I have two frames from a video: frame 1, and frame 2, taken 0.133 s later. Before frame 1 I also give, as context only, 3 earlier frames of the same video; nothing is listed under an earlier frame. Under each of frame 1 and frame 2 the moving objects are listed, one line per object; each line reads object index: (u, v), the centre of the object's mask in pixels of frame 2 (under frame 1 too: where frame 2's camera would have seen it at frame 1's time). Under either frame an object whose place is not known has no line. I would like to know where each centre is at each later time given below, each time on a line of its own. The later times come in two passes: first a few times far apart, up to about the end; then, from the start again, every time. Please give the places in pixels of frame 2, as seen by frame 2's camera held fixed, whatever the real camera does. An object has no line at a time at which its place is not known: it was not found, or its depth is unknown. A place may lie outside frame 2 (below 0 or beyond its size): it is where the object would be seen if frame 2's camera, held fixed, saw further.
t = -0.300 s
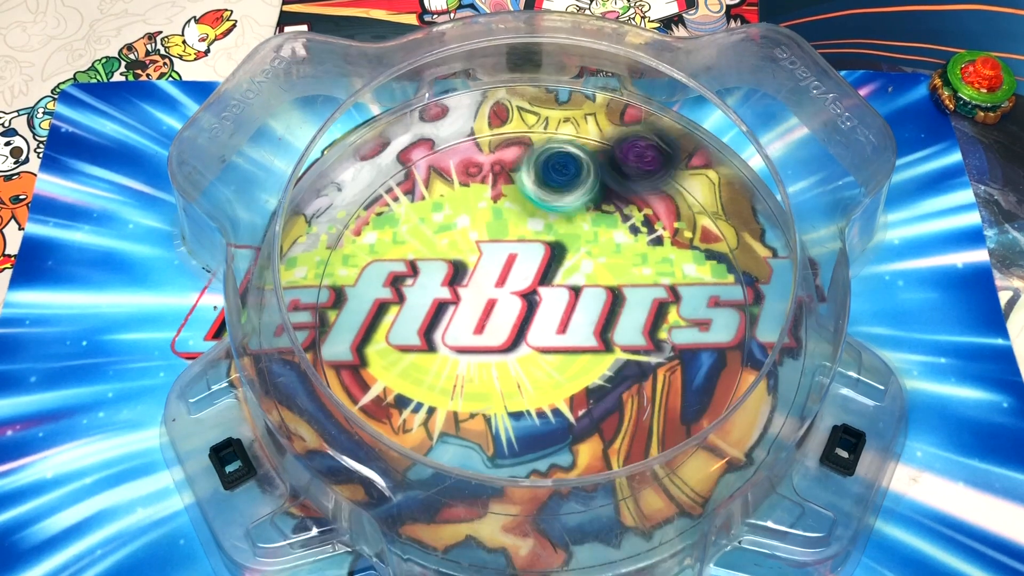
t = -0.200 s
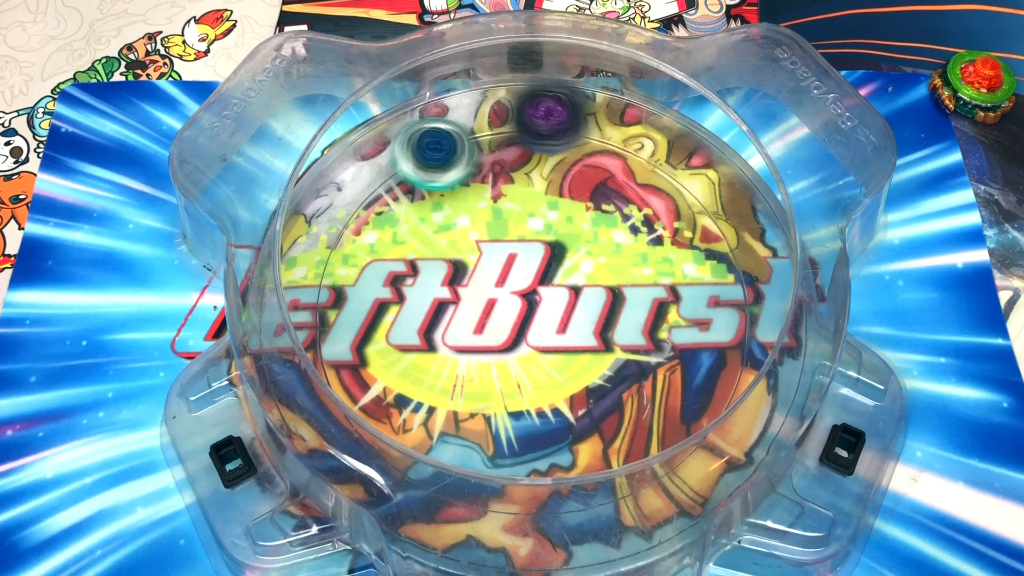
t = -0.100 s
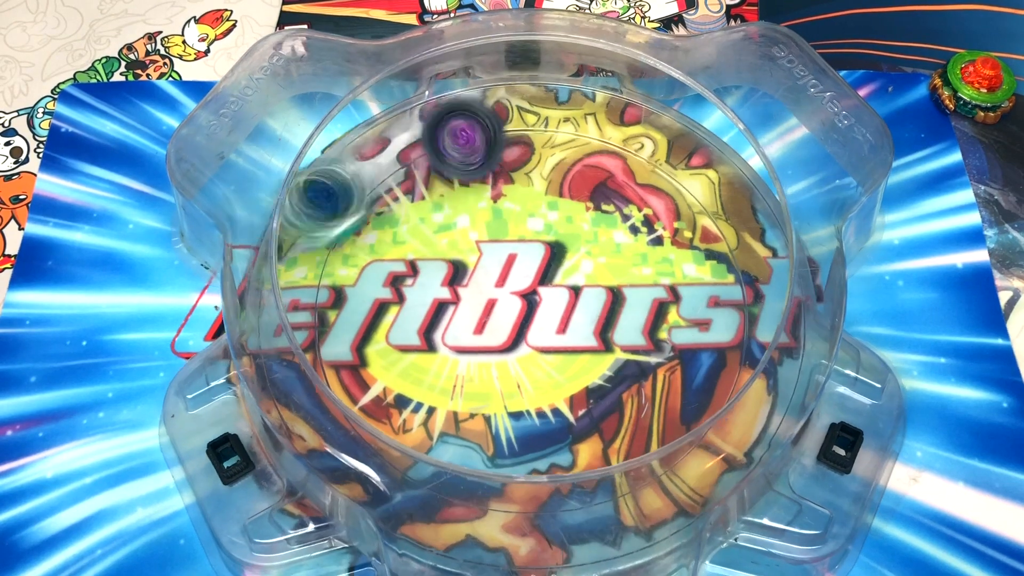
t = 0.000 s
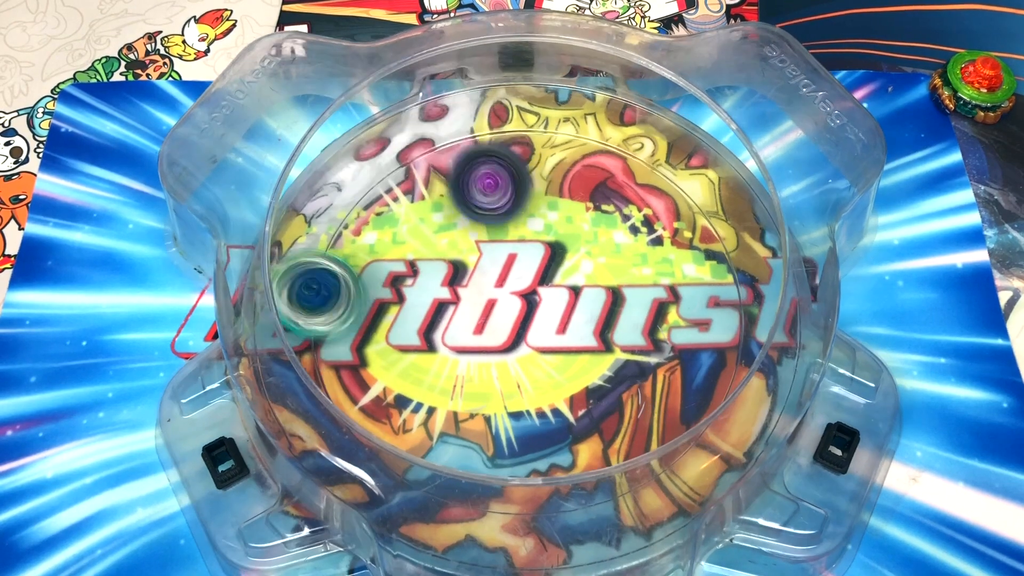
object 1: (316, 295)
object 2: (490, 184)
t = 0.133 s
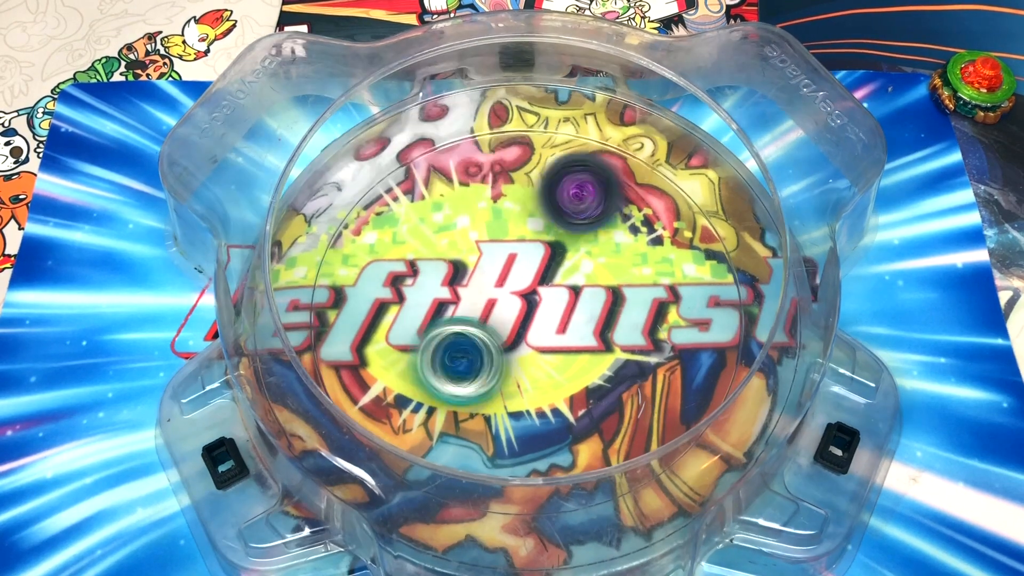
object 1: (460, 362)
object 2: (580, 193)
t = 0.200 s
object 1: (523, 360)
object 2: (626, 175)
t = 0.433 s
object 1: (680, 249)
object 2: (625, 179)
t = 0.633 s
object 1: (685, 196)
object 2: (593, 172)
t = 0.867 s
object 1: (621, 212)
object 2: (586, 341)
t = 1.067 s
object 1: (580, 270)
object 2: (730, 320)
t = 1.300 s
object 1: (570, 383)
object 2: (547, 252)
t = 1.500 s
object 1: (601, 405)
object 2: (459, 415)
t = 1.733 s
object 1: (573, 338)
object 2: (647, 440)
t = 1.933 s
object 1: (491, 268)
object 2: (603, 315)
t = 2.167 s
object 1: (348, 221)
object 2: (497, 407)
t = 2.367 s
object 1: (372, 273)
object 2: (616, 407)
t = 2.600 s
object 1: (446, 293)
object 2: (530, 262)
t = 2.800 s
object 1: (489, 269)
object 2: (552, 208)
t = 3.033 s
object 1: (591, 260)
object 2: (513, 178)
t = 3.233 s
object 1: (639, 241)
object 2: (562, 274)
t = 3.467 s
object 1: (642, 262)
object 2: (624, 347)
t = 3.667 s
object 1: (613, 268)
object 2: (607, 406)
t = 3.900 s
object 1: (551, 323)
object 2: (587, 447)
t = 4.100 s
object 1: (485, 305)
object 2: (544, 441)
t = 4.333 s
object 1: (429, 265)
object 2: (525, 418)
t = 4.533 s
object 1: (420, 250)
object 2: (462, 325)
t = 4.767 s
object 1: (456, 219)
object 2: (448, 321)
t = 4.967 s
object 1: (507, 224)
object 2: (500, 299)
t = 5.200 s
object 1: (574, 219)
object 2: (550, 293)
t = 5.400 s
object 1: (610, 245)
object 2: (548, 302)
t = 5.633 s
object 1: (621, 298)
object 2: (517, 315)
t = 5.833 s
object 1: (584, 341)
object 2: (486, 340)
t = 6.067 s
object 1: (568, 354)
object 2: (430, 323)
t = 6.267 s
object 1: (541, 336)
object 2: (426, 291)
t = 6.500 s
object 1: (550, 295)
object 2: (412, 219)
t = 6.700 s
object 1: (553, 251)
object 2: (462, 185)
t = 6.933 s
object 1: (587, 261)
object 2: (512, 161)
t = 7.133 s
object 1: (597, 287)
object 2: (549, 194)
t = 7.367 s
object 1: (566, 326)
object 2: (556, 253)
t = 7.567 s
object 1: (513, 352)
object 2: (513, 279)
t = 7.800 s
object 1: (467, 340)
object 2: (499, 257)
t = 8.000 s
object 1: (474, 311)
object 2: (515, 261)
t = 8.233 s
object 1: (477, 296)
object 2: (641, 321)
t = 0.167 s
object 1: (491, 364)
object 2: (605, 185)
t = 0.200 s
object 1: (523, 360)
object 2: (626, 175)
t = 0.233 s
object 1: (553, 353)
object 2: (647, 159)
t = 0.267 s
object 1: (582, 340)
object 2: (645, 158)
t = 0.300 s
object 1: (608, 325)
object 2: (634, 166)
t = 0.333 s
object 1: (632, 309)
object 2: (625, 171)
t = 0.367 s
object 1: (652, 288)
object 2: (622, 174)
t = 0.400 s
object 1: (667, 266)
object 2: (623, 179)
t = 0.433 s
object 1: (680, 249)
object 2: (625, 179)
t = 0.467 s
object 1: (693, 241)
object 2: (627, 169)
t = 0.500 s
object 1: (700, 232)
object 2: (629, 158)
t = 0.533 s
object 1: (703, 222)
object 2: (626, 151)
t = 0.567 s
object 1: (702, 211)
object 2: (617, 151)
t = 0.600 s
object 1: (695, 203)
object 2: (605, 159)
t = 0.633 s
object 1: (685, 196)
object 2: (593, 172)
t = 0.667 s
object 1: (675, 190)
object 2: (581, 189)
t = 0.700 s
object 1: (670, 188)
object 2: (567, 210)
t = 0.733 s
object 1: (663, 188)
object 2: (555, 235)
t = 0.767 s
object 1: (654, 191)
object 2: (550, 263)
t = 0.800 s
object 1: (643, 196)
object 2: (554, 291)
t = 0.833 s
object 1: (633, 203)
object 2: (567, 318)
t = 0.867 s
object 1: (621, 212)
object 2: (586, 341)
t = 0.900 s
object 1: (612, 222)
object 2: (612, 356)
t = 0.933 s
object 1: (602, 232)
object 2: (640, 366)
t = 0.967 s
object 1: (594, 241)
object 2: (672, 367)
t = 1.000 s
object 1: (588, 250)
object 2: (699, 358)
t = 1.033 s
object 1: (583, 260)
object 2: (721, 341)
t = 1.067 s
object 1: (580, 270)
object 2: (730, 320)
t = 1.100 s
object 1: (576, 285)
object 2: (719, 291)
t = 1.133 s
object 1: (571, 304)
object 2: (706, 266)
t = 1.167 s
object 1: (567, 320)
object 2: (682, 249)
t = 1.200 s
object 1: (565, 337)
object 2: (652, 238)
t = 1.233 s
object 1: (565, 354)
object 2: (617, 236)
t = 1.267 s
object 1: (567, 368)
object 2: (581, 241)
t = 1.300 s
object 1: (570, 383)
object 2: (547, 252)
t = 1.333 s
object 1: (576, 395)
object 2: (519, 270)
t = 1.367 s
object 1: (584, 405)
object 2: (490, 296)
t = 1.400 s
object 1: (592, 409)
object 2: (470, 325)
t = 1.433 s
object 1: (597, 410)
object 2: (458, 356)
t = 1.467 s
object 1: (601, 408)
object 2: (455, 387)
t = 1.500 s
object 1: (601, 405)
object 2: (459, 415)
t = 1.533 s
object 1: (601, 402)
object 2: (473, 438)
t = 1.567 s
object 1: (600, 396)
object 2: (499, 454)
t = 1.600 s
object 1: (596, 391)
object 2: (527, 482)
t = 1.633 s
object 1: (592, 385)
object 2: (563, 470)
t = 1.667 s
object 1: (586, 378)
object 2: (598, 455)
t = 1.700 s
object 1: (581, 361)
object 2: (628, 452)
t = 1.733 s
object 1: (573, 338)
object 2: (647, 440)
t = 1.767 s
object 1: (565, 320)
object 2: (658, 413)
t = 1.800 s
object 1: (553, 304)
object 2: (671, 394)
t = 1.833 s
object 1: (541, 291)
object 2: (669, 371)
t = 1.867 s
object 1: (527, 281)
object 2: (653, 347)
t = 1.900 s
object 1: (510, 273)
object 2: (634, 330)
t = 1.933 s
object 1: (491, 268)
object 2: (603, 315)
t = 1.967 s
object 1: (471, 263)
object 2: (576, 307)
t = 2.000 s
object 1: (453, 261)
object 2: (541, 303)
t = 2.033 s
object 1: (434, 257)
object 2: (511, 309)
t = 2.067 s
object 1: (403, 241)
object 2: (499, 333)
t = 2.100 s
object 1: (378, 228)
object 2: (491, 361)
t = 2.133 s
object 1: (361, 222)
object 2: (490, 386)
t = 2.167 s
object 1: (348, 221)
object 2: (497, 407)
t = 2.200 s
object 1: (342, 224)
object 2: (512, 426)
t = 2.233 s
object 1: (344, 235)
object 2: (534, 438)
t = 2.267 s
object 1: (348, 244)
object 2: (559, 441)
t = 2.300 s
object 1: (354, 254)
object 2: (585, 437)
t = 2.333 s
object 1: (362, 265)
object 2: (604, 425)
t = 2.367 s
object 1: (372, 273)
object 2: (616, 407)
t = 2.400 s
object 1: (383, 280)
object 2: (623, 381)
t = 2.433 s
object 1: (395, 286)
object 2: (621, 356)
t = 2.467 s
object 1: (409, 292)
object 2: (608, 332)
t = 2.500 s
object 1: (421, 295)
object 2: (589, 309)
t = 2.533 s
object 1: (435, 296)
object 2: (566, 291)
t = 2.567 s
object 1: (448, 296)
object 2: (540, 276)
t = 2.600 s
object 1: (446, 293)
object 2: (530, 262)
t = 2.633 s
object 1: (439, 288)
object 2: (537, 251)
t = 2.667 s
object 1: (439, 283)
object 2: (543, 250)
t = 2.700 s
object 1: (443, 280)
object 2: (548, 239)
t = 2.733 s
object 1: (456, 275)
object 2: (552, 232)
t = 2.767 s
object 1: (472, 273)
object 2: (554, 220)
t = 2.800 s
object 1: (489, 269)
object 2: (552, 208)
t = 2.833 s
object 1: (503, 267)
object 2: (550, 194)
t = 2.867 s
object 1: (514, 269)
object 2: (549, 180)
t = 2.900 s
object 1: (527, 269)
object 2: (544, 169)
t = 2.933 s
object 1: (545, 267)
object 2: (536, 163)
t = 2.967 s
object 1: (560, 265)
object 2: (528, 163)
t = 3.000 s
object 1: (576, 263)
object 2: (520, 168)
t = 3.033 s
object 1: (591, 260)
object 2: (513, 178)
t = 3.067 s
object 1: (606, 256)
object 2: (510, 194)
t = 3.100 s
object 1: (619, 253)
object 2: (513, 212)
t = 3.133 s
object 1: (628, 249)
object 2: (520, 230)
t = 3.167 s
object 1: (635, 244)
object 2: (530, 248)
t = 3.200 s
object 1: (637, 242)
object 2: (546, 262)
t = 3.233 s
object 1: (639, 241)
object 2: (562, 274)
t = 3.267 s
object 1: (647, 239)
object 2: (566, 289)
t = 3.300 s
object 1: (655, 241)
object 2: (571, 306)
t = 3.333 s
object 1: (657, 244)
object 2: (579, 319)
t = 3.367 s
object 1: (656, 247)
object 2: (588, 332)
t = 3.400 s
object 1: (653, 251)
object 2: (600, 341)
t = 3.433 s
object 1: (649, 256)
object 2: (613, 346)
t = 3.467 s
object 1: (642, 262)
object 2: (624, 347)
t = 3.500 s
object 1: (636, 267)
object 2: (633, 344)
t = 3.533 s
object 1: (633, 262)
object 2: (631, 355)
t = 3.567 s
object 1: (630, 257)
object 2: (627, 371)
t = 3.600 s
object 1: (626, 257)
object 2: (618, 382)
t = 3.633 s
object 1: (621, 261)
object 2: (611, 393)
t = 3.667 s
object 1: (613, 268)
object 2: (607, 406)
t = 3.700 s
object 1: (606, 276)
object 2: (604, 420)
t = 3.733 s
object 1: (598, 284)
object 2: (599, 433)
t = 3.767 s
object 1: (589, 292)
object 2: (594, 442)
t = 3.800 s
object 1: (580, 300)
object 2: (592, 446)
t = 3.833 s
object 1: (571, 308)
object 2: (590, 449)
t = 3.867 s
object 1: (562, 316)
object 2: (589, 449)
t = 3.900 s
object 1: (551, 323)
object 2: (587, 447)
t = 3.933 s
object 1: (541, 330)
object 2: (584, 443)
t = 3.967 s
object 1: (532, 337)
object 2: (578, 436)
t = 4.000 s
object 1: (523, 343)
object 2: (568, 423)
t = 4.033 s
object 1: (512, 338)
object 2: (553, 422)
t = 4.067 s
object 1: (498, 320)
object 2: (549, 433)
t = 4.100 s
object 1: (485, 305)
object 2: (544, 441)
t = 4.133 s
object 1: (474, 293)
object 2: (541, 446)
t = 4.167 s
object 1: (464, 285)
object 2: (538, 447)
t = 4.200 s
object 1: (455, 278)
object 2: (538, 446)
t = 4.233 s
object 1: (448, 274)
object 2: (536, 443)
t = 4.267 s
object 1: (441, 270)
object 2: (533, 439)
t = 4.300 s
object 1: (435, 267)
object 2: (529, 428)
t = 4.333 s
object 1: (429, 265)
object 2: (525, 418)
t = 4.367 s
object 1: (425, 262)
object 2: (518, 402)
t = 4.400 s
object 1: (422, 259)
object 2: (509, 386)
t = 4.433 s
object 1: (419, 257)
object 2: (499, 371)
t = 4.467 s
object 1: (418, 255)
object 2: (487, 354)
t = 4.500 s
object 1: (418, 252)
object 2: (474, 339)
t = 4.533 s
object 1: (420, 250)
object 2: (462, 325)
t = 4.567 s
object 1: (421, 242)
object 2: (452, 319)
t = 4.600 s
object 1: (424, 233)
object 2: (446, 319)
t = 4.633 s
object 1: (429, 226)
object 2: (445, 318)
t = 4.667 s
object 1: (435, 223)
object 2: (443, 319)
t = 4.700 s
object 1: (442, 220)
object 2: (443, 319)
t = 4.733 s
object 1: (449, 219)
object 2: (445, 320)
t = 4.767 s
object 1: (456, 219)
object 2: (448, 321)
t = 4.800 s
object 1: (463, 219)
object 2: (453, 321)
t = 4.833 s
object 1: (470, 221)
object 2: (462, 319)
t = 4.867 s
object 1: (479, 223)
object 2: (472, 316)
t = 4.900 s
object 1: (488, 225)
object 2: (482, 310)
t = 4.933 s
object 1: (497, 226)
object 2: (492, 302)
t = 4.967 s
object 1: (507, 224)
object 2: (500, 299)
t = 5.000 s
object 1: (520, 214)
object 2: (506, 303)
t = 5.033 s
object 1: (532, 209)
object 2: (514, 304)
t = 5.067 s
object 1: (543, 208)
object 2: (525, 305)
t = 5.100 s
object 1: (552, 209)
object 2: (534, 304)
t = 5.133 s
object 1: (561, 211)
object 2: (539, 300)
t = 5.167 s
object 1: (568, 215)
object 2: (546, 297)
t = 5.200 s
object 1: (574, 219)
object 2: (550, 293)
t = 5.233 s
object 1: (580, 222)
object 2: (554, 288)
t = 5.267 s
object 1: (588, 223)
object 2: (553, 291)
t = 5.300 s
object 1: (595, 227)
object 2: (551, 293)
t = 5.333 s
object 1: (602, 232)
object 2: (551, 296)
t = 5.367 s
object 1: (607, 238)
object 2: (550, 299)
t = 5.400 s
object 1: (610, 245)
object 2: (548, 302)
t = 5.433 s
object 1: (613, 252)
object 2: (548, 303)
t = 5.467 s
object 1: (614, 259)
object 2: (547, 305)
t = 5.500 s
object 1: (615, 267)
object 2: (546, 306)
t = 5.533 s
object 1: (614, 274)
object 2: (543, 307)
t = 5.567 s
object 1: (616, 282)
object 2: (536, 309)
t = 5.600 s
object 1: (621, 288)
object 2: (528, 312)
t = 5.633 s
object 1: (621, 298)
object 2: (517, 315)
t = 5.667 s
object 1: (619, 308)
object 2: (506, 320)
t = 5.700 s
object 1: (614, 317)
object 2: (499, 325)
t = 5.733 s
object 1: (608, 324)
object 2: (492, 329)
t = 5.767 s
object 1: (602, 330)
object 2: (488, 334)
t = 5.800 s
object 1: (593, 336)
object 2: (487, 337)
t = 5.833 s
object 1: (584, 341)
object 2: (486, 340)
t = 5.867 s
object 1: (576, 345)
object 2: (487, 341)
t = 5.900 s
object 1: (578, 350)
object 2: (478, 338)
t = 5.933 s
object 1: (583, 354)
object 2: (465, 335)
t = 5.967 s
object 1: (583, 356)
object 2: (454, 331)
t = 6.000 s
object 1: (581, 357)
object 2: (445, 328)
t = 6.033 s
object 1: (576, 356)
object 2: (437, 325)
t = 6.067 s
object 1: (568, 354)
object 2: (430, 323)
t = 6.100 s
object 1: (559, 351)
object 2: (427, 321)
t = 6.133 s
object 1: (550, 347)
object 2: (427, 320)
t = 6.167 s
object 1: (541, 342)
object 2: (429, 319)
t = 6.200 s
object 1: (532, 336)
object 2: (432, 315)
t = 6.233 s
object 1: (531, 333)
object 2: (433, 307)
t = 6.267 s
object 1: (541, 336)
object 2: (426, 291)
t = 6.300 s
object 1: (550, 336)
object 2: (420, 281)
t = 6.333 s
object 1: (554, 332)
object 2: (416, 272)
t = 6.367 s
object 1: (554, 327)
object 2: (409, 261)
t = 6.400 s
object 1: (554, 320)
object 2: (407, 249)
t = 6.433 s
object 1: (553, 313)
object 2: (407, 239)
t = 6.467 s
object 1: (551, 303)
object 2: (408, 228)
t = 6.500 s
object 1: (550, 295)
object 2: (412, 219)
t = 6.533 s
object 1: (549, 286)
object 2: (417, 209)
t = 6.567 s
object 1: (549, 278)
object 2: (423, 202)
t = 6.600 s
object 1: (549, 270)
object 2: (431, 197)
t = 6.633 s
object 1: (550, 263)
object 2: (440, 191)
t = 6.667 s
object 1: (552, 257)
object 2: (450, 187)
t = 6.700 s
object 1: (553, 251)
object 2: (462, 185)
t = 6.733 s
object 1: (554, 246)
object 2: (473, 185)
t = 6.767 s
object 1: (556, 242)
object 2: (486, 186)
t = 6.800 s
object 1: (562, 244)
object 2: (494, 179)
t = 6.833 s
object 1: (571, 252)
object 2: (499, 173)
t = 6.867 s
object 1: (577, 257)
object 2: (500, 169)
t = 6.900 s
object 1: (582, 258)
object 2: (505, 164)
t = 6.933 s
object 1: (587, 261)
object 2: (512, 161)
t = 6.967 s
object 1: (591, 265)
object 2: (517, 161)
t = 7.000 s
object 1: (594, 268)
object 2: (523, 164)
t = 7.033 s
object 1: (596, 273)
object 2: (528, 169)
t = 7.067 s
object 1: (598, 278)
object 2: (537, 177)
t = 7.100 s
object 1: (598, 283)
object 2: (544, 186)
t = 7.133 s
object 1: (597, 287)
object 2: (549, 194)
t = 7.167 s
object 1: (596, 293)
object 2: (553, 203)
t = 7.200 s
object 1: (593, 298)
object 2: (556, 212)
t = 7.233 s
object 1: (590, 302)
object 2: (558, 222)
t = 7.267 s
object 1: (585, 308)
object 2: (559, 232)
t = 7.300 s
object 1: (581, 312)
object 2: (557, 241)
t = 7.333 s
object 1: (575, 321)
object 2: (557, 245)
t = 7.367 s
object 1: (566, 326)
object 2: (556, 253)
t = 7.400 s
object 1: (560, 334)
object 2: (552, 259)
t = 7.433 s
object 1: (552, 339)
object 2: (545, 266)
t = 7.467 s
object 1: (543, 346)
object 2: (540, 269)
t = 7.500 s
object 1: (533, 349)
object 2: (531, 275)
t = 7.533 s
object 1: (523, 351)
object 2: (523, 275)
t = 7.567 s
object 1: (513, 352)
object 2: (513, 279)
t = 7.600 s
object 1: (504, 352)
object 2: (507, 277)
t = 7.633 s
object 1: (496, 353)
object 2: (502, 272)
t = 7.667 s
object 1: (489, 351)
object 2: (495, 269)
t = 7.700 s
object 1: (484, 346)
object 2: (490, 266)
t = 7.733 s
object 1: (480, 341)
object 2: (486, 265)
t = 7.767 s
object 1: (475, 340)
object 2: (488, 262)
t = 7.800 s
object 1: (467, 340)
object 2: (499, 257)
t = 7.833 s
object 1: (461, 338)
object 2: (506, 259)
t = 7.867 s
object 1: (460, 333)
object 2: (507, 264)
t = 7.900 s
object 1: (462, 327)
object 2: (507, 265)
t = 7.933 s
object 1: (465, 321)
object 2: (507, 263)
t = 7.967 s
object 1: (470, 316)
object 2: (511, 260)
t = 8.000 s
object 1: (474, 311)
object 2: (515, 261)
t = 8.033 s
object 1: (473, 307)
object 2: (525, 268)
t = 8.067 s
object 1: (474, 303)
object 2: (542, 275)
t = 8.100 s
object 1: (473, 300)
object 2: (557, 286)
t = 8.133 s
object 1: (469, 296)
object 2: (585, 295)
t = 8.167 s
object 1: (472, 293)
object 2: (605, 304)
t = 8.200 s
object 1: (476, 295)
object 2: (626, 315)
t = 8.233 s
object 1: (477, 296)
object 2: (641, 321)
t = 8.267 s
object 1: (478, 296)
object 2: (653, 325)
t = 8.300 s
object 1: (479, 296)
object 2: (662, 331)
